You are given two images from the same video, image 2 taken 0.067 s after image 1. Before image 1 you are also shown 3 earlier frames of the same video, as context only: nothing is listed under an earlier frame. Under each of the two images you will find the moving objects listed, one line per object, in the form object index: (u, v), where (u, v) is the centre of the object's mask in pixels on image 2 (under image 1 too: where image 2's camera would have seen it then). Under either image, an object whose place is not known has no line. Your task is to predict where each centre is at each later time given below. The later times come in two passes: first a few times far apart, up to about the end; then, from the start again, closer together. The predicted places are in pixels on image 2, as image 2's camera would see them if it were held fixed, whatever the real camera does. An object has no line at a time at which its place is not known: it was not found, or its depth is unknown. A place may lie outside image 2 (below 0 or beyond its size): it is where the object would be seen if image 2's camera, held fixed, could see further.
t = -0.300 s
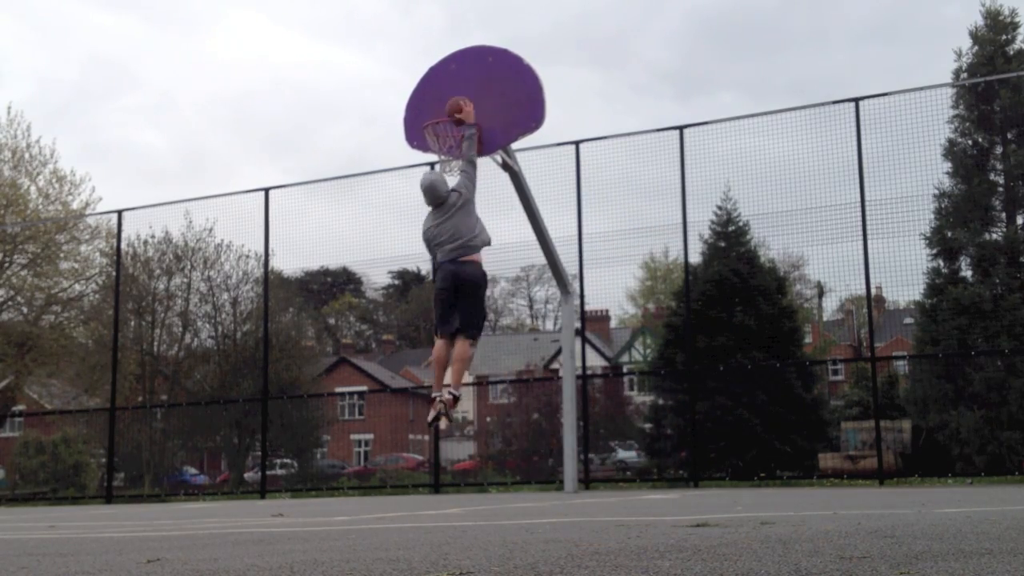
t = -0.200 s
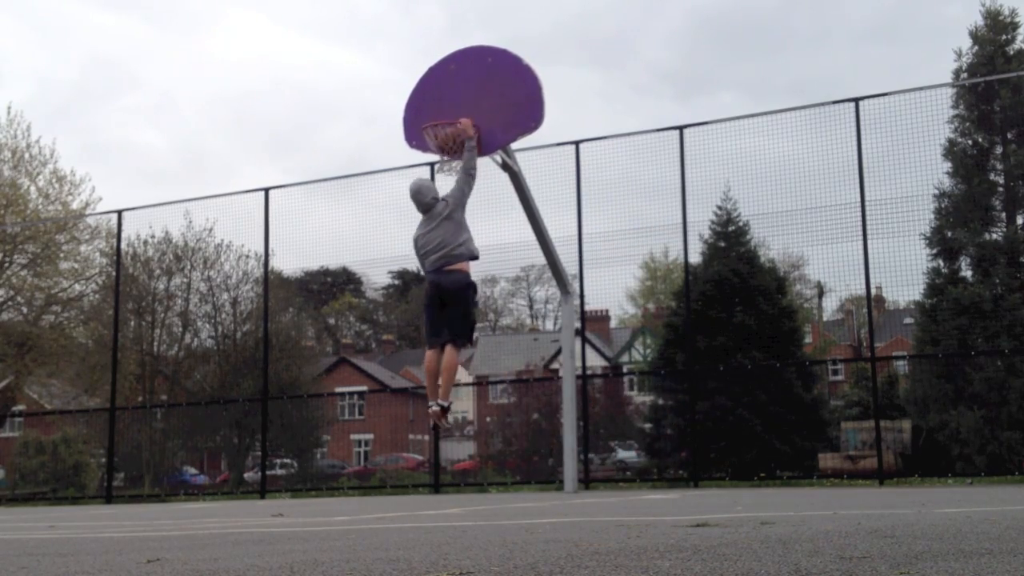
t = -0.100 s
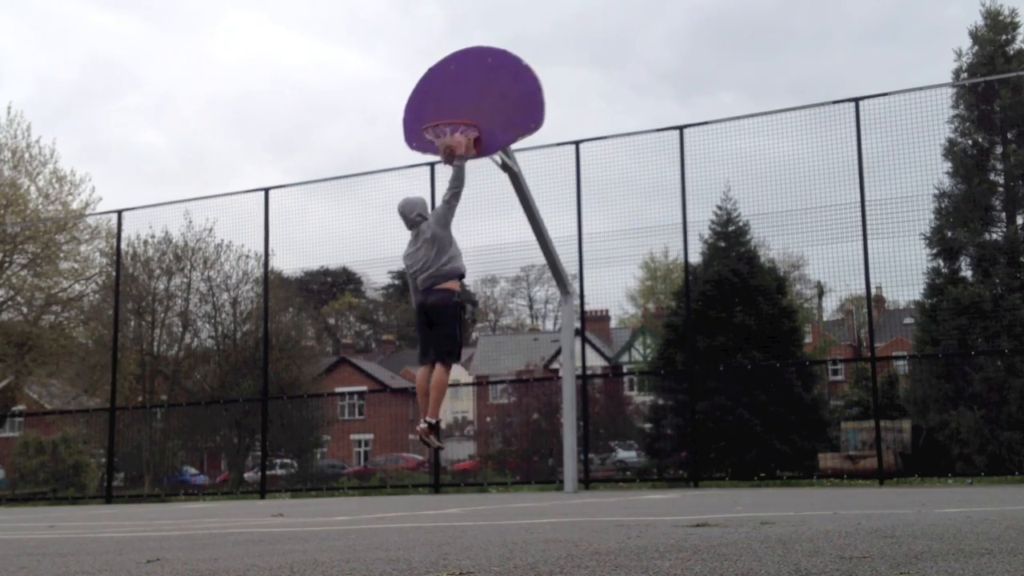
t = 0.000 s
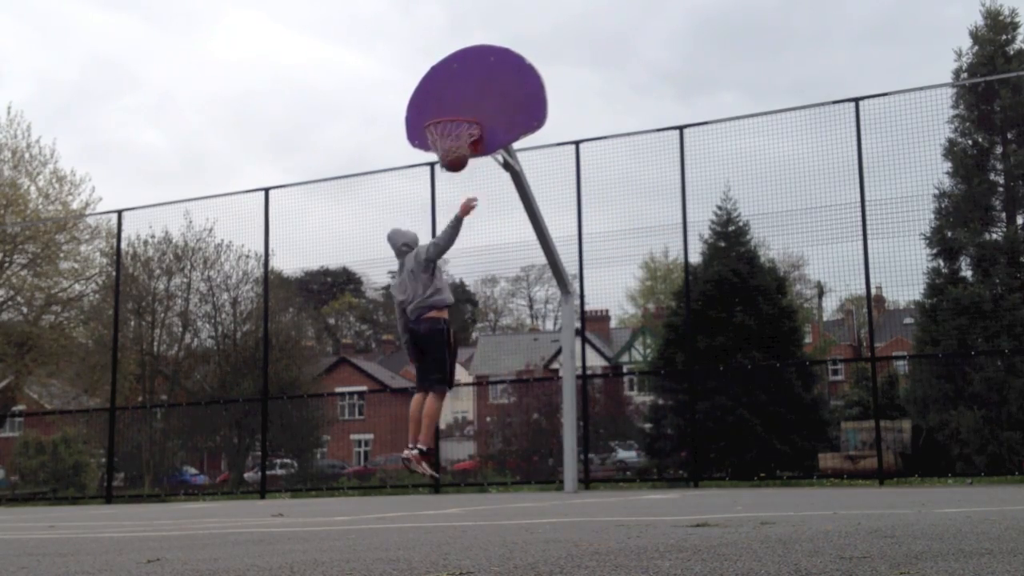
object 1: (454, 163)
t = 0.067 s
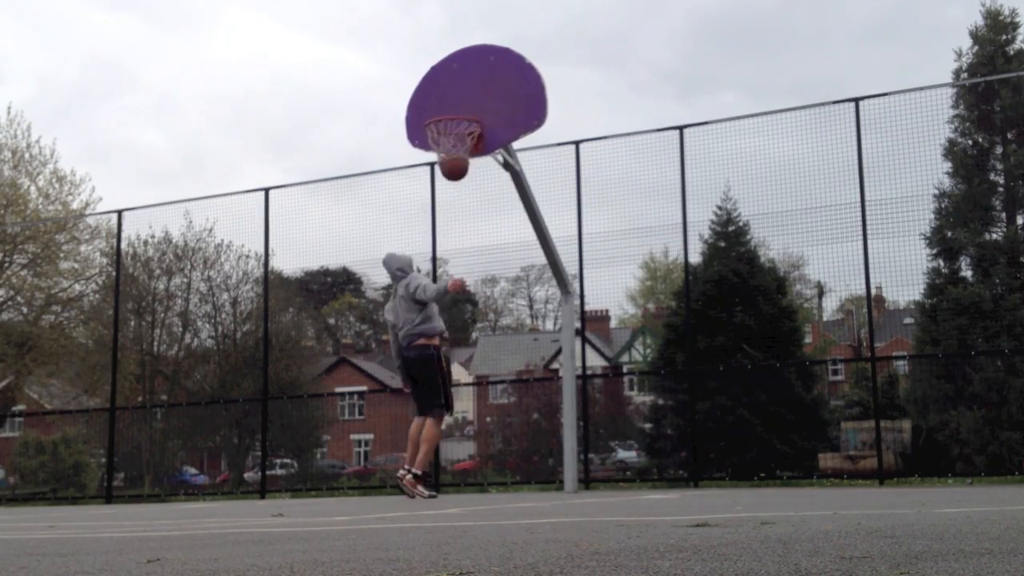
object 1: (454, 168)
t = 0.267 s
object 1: (454, 223)
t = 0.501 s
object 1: (454, 349)
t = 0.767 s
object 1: (456, 426)
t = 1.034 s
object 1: (459, 327)
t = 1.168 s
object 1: (460, 308)
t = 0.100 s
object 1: (454, 173)
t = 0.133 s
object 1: (454, 180)
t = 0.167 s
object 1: (454, 189)
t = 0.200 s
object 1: (454, 199)
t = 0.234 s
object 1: (454, 210)
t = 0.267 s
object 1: (454, 223)
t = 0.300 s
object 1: (454, 237)
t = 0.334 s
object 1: (454, 252)
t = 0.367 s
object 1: (455, 269)
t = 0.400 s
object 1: (454, 288)
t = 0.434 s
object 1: (454, 307)
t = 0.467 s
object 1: (454, 328)
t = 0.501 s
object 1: (454, 349)
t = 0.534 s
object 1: (455, 374)
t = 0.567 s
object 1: (455, 399)
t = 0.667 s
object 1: (455, 484)
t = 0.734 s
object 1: (455, 445)
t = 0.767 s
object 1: (456, 426)
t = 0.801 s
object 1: (456, 410)
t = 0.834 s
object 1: (456, 394)
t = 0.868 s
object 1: (457, 378)
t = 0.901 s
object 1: (457, 366)
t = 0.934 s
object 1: (457, 354)
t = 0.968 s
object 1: (458, 343)
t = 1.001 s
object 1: (458, 334)
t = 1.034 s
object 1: (459, 327)
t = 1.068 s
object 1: (459, 320)
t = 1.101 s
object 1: (460, 317)
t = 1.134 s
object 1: (460, 312)
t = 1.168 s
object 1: (460, 308)
